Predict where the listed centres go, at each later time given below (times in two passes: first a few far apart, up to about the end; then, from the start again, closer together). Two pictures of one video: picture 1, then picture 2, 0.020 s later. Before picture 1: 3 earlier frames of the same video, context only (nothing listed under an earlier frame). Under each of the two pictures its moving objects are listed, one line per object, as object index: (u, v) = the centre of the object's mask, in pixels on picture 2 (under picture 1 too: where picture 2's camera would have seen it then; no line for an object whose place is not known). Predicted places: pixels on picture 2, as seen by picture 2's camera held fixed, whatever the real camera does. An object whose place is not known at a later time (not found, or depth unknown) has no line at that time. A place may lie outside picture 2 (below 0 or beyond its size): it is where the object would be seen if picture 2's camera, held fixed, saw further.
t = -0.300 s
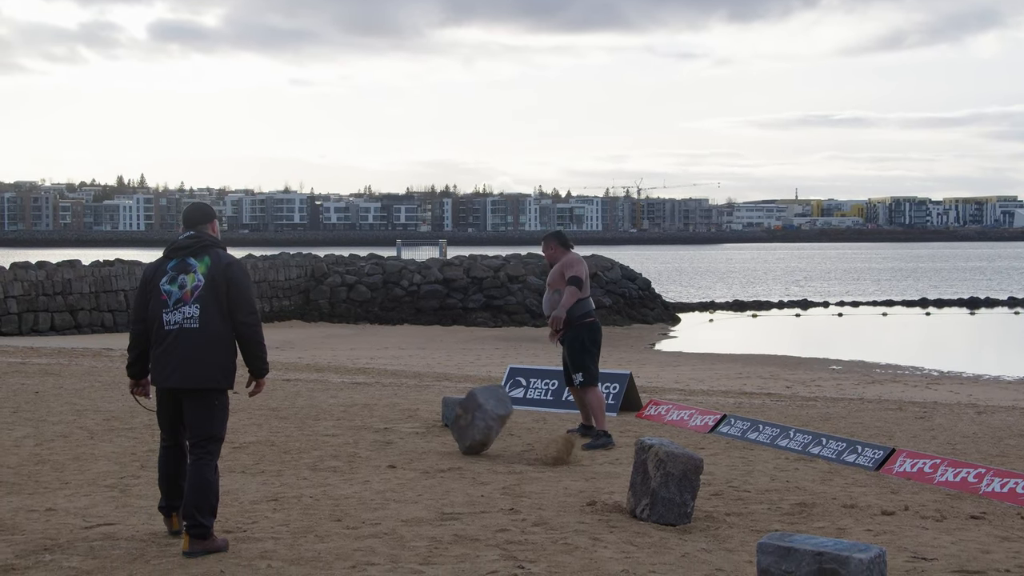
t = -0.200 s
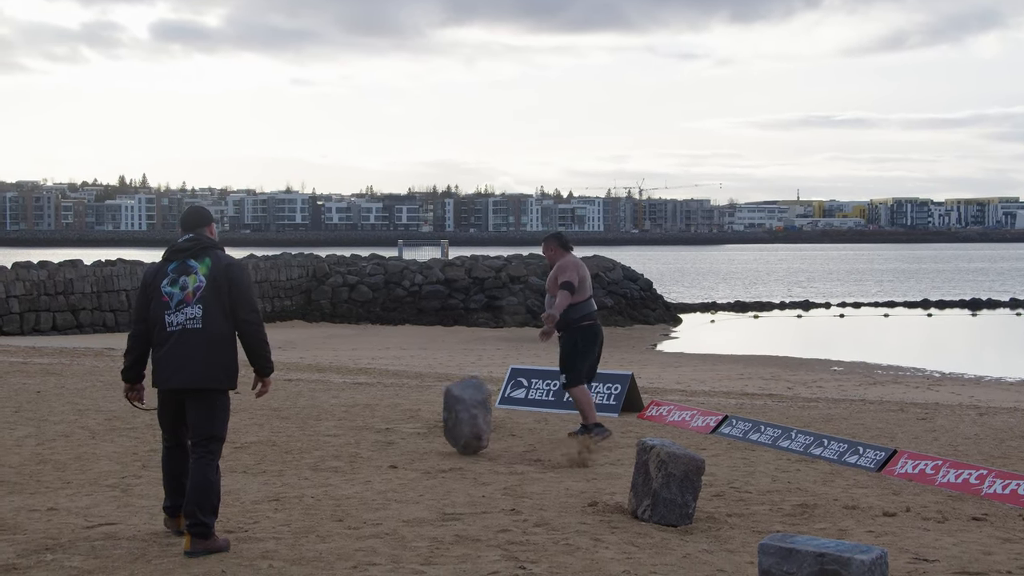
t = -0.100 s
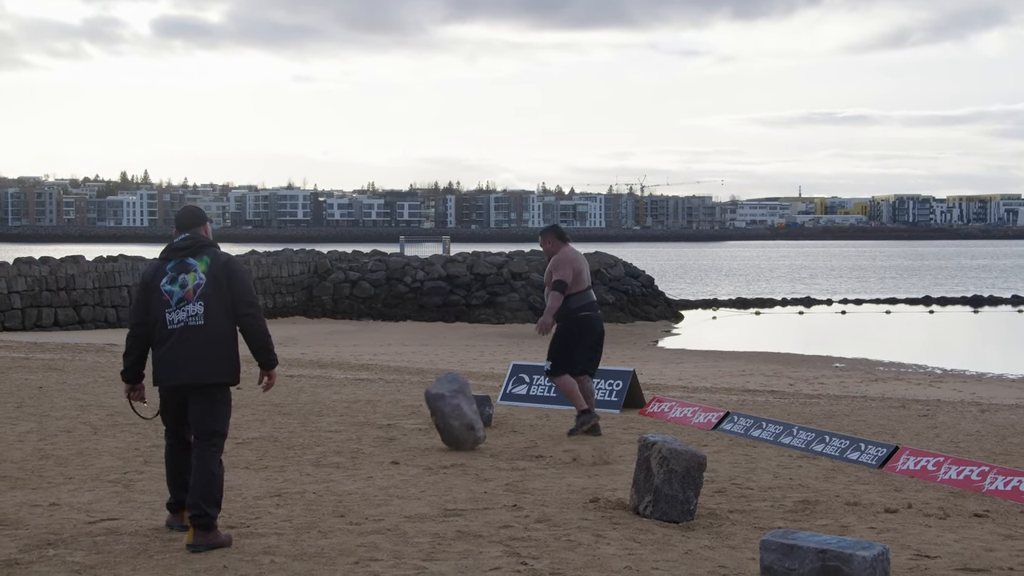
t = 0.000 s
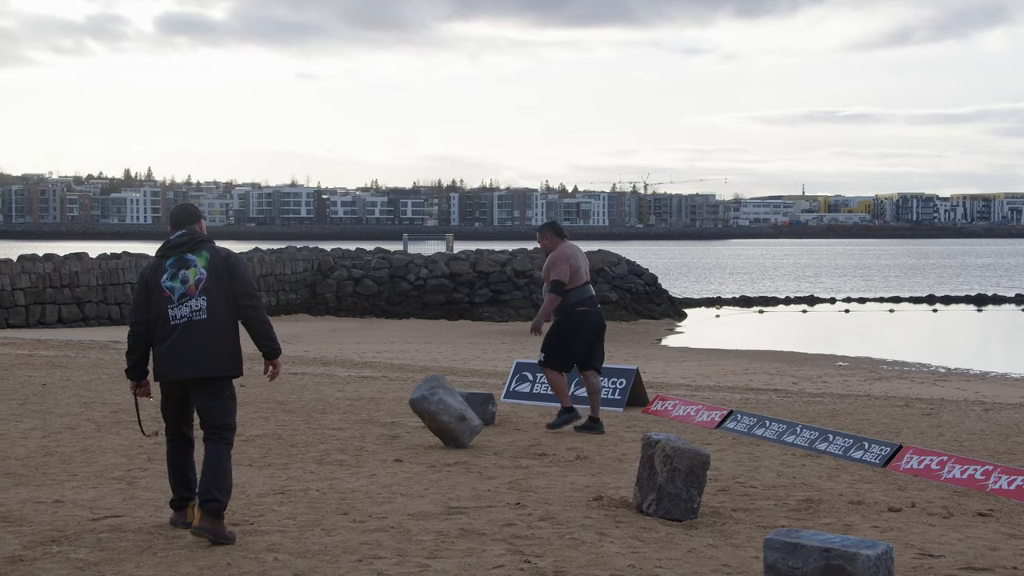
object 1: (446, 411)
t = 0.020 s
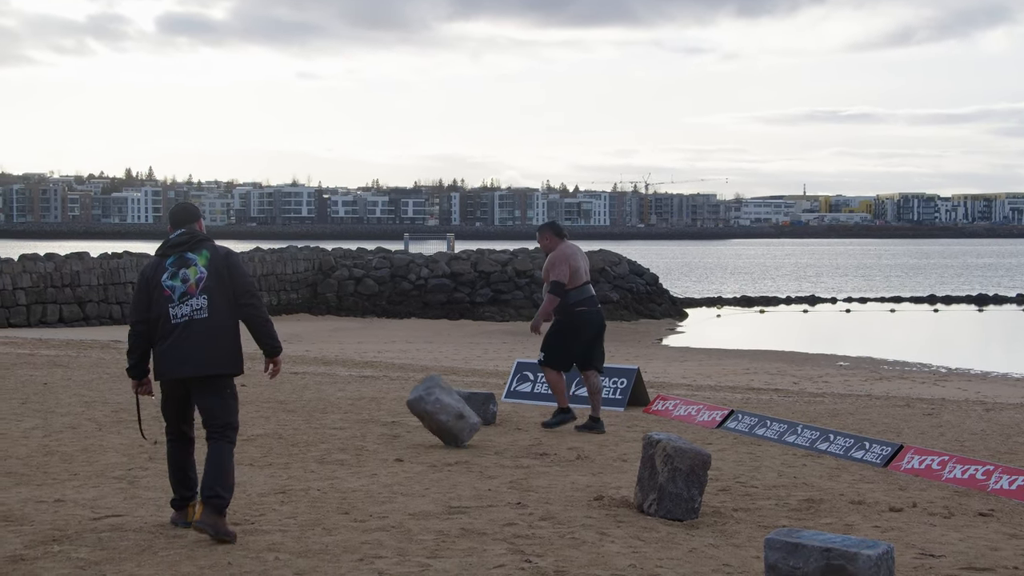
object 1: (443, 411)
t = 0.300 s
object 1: (406, 421)
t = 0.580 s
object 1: (397, 425)
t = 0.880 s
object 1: (405, 427)
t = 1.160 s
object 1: (407, 428)
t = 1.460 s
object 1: (407, 428)
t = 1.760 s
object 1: (407, 428)
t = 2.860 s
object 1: (407, 428)
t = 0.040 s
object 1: (440, 411)
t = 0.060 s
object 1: (438, 412)
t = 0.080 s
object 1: (435, 413)
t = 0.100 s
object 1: (432, 413)
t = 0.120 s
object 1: (429, 415)
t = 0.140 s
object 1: (427, 416)
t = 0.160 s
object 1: (424, 418)
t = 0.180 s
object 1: (421, 420)
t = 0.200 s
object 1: (418, 423)
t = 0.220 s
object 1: (416, 423)
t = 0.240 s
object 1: (413, 422)
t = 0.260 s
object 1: (411, 422)
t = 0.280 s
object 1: (409, 422)
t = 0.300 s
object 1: (406, 421)
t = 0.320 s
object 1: (405, 421)
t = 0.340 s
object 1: (403, 422)
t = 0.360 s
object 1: (401, 422)
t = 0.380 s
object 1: (400, 422)
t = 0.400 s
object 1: (398, 422)
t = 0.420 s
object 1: (397, 423)
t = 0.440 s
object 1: (396, 423)
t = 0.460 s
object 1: (396, 424)
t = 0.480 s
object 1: (396, 424)
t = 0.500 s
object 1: (396, 425)
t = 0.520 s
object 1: (396, 425)
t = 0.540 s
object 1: (396, 425)
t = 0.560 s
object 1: (397, 425)
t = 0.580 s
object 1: (397, 425)
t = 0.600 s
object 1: (398, 425)
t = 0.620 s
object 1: (398, 425)
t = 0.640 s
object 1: (399, 425)
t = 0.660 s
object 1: (399, 425)
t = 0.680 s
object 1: (400, 425)
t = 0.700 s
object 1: (400, 425)
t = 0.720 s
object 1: (400, 425)
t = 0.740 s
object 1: (401, 426)
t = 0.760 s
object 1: (401, 426)
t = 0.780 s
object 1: (401, 427)
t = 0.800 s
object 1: (402, 427)
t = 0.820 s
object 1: (402, 427)
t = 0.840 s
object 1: (403, 427)
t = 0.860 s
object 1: (404, 427)
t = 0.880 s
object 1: (405, 427)
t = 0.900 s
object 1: (406, 427)
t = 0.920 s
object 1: (407, 427)
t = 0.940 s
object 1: (407, 427)
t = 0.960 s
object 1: (407, 427)
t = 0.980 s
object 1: (407, 427)
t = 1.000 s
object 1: (407, 427)
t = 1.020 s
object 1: (407, 427)
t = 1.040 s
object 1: (407, 428)
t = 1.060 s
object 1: (407, 428)
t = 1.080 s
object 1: (407, 428)
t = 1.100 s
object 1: (407, 428)
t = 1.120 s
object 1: (407, 428)
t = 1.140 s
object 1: (407, 428)
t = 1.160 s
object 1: (407, 428)
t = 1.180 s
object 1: (407, 428)
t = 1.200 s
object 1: (407, 428)
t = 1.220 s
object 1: (407, 428)
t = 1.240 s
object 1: (407, 428)
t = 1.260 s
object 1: (407, 428)
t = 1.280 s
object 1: (407, 428)
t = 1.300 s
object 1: (407, 428)
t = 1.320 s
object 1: (407, 428)
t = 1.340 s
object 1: (407, 428)
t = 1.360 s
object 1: (407, 428)
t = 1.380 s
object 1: (407, 428)
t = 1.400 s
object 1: (407, 428)
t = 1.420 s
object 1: (407, 428)
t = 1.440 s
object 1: (407, 428)
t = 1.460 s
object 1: (407, 428)
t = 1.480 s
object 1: (407, 428)
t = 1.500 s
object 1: (407, 428)
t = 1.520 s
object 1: (407, 428)
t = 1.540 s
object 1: (407, 428)
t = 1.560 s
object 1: (407, 428)
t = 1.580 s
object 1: (407, 428)
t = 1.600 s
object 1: (407, 428)
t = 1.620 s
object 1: (407, 428)
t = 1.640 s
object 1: (407, 428)
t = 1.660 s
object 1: (407, 428)
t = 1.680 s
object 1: (407, 428)
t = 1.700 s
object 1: (407, 427)
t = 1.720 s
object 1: (407, 428)
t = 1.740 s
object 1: (407, 428)
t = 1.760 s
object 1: (407, 428)
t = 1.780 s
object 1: (407, 428)
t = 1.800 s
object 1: (407, 428)
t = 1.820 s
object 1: (407, 427)
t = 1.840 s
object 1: (407, 428)
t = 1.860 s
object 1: (407, 428)
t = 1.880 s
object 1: (407, 428)
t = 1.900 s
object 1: (407, 428)
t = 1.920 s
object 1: (407, 428)
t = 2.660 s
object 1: (407, 428)
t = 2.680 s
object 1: (407, 428)
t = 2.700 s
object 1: (407, 428)
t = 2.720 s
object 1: (407, 428)
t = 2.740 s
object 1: (407, 428)
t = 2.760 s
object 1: (407, 428)
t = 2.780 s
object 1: (407, 428)
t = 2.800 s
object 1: (407, 428)
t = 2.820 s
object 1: (407, 428)
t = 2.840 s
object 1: (407, 428)
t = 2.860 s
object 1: (407, 428)
